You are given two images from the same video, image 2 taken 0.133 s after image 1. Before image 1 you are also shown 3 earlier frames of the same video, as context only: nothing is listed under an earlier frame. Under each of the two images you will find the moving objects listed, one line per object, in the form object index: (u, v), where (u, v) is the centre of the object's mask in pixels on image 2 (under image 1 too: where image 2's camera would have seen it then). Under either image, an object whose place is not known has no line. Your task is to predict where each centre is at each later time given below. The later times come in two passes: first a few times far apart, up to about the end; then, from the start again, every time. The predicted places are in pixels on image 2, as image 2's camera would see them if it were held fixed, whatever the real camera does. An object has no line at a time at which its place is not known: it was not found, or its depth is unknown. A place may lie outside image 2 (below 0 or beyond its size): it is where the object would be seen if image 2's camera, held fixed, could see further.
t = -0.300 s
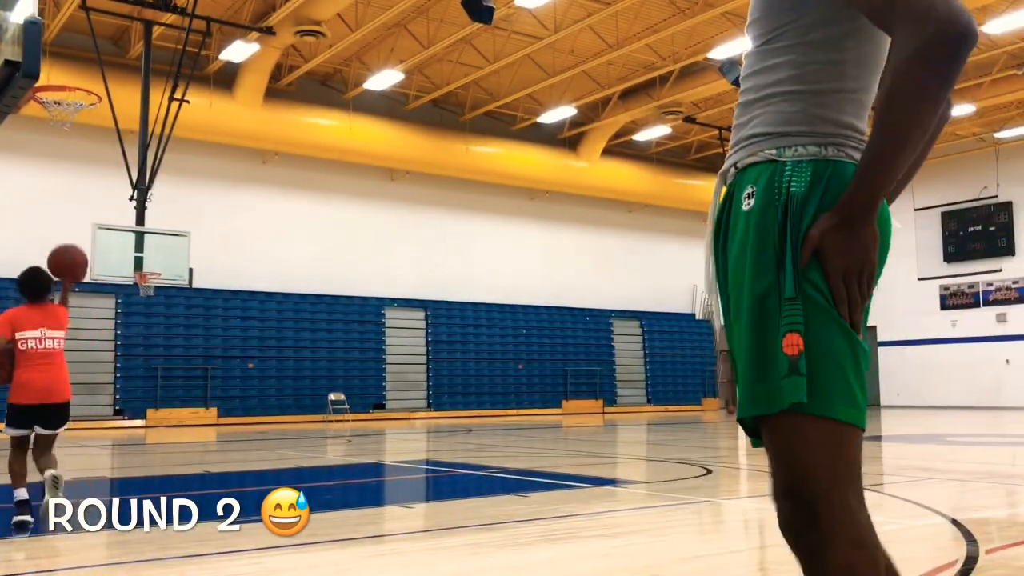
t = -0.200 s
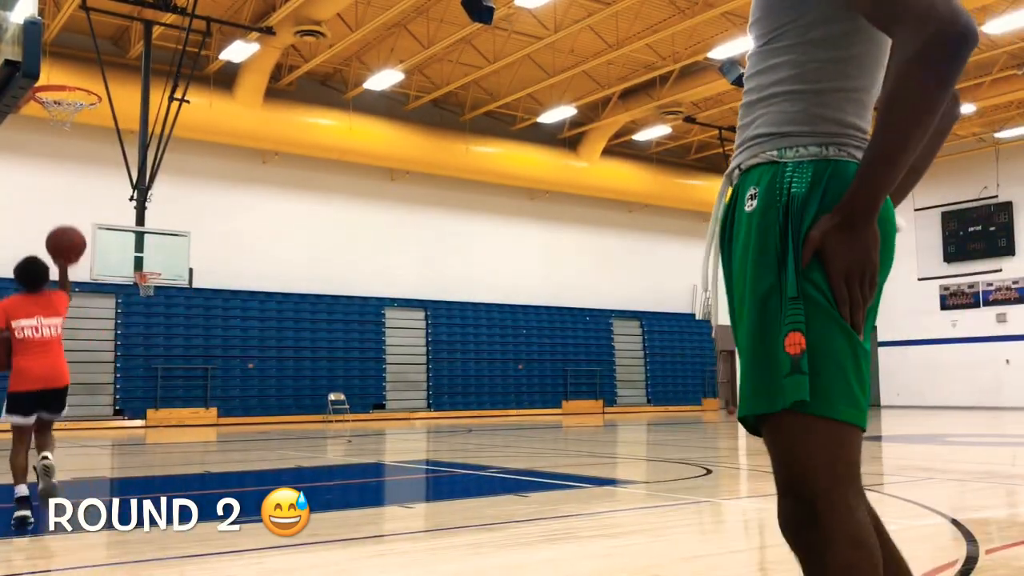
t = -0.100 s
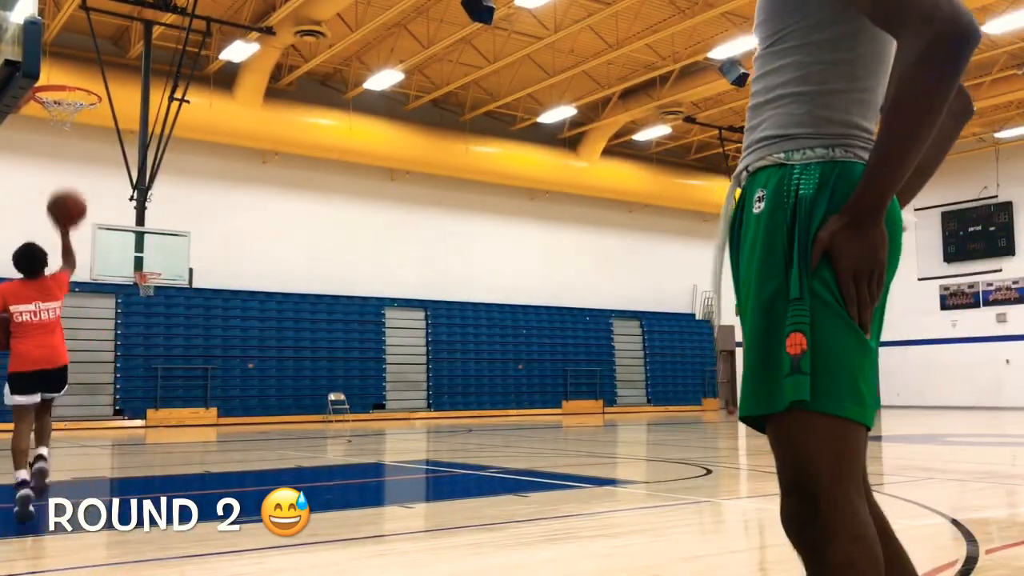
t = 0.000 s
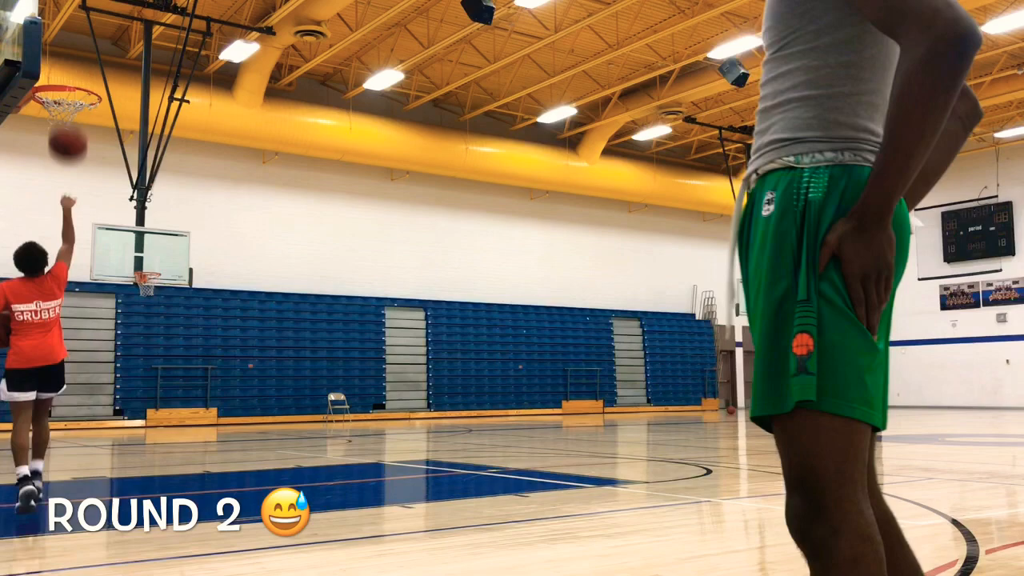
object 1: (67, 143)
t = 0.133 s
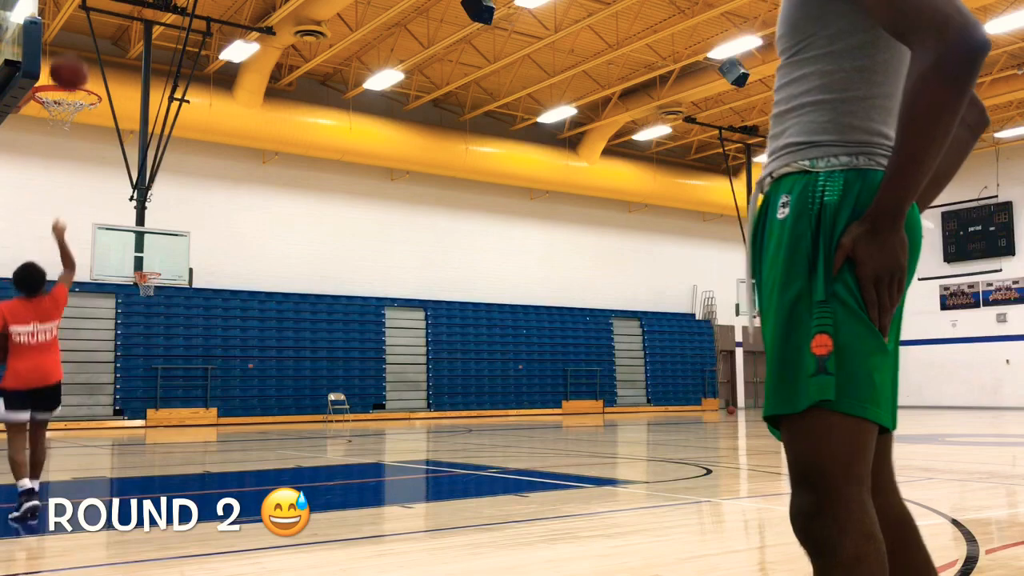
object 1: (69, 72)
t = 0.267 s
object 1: (67, 32)
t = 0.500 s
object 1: (66, 18)
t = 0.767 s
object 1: (61, 84)
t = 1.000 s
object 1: (61, 145)
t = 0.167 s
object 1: (69, 59)
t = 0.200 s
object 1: (70, 49)
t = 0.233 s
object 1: (69, 39)
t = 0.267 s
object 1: (67, 32)
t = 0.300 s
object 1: (67, 25)
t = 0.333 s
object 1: (68, 20)
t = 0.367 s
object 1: (67, 17)
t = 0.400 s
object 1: (67, 15)
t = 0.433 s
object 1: (67, 15)
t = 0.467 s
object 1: (66, 16)
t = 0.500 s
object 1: (66, 18)
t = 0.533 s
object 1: (65, 21)
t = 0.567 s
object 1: (64, 27)
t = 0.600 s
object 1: (65, 33)
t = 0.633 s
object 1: (64, 42)
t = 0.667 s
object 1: (63, 49)
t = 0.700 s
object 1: (62, 60)
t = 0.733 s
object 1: (61, 70)
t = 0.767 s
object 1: (61, 84)
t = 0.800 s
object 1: (59, 103)
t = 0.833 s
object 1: (59, 112)
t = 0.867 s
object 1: (59, 117)
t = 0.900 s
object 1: (60, 125)
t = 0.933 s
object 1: (61, 129)
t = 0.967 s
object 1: (61, 136)
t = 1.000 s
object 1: (61, 145)
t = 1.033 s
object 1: (60, 157)
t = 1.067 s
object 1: (62, 164)
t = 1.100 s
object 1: (62, 175)
